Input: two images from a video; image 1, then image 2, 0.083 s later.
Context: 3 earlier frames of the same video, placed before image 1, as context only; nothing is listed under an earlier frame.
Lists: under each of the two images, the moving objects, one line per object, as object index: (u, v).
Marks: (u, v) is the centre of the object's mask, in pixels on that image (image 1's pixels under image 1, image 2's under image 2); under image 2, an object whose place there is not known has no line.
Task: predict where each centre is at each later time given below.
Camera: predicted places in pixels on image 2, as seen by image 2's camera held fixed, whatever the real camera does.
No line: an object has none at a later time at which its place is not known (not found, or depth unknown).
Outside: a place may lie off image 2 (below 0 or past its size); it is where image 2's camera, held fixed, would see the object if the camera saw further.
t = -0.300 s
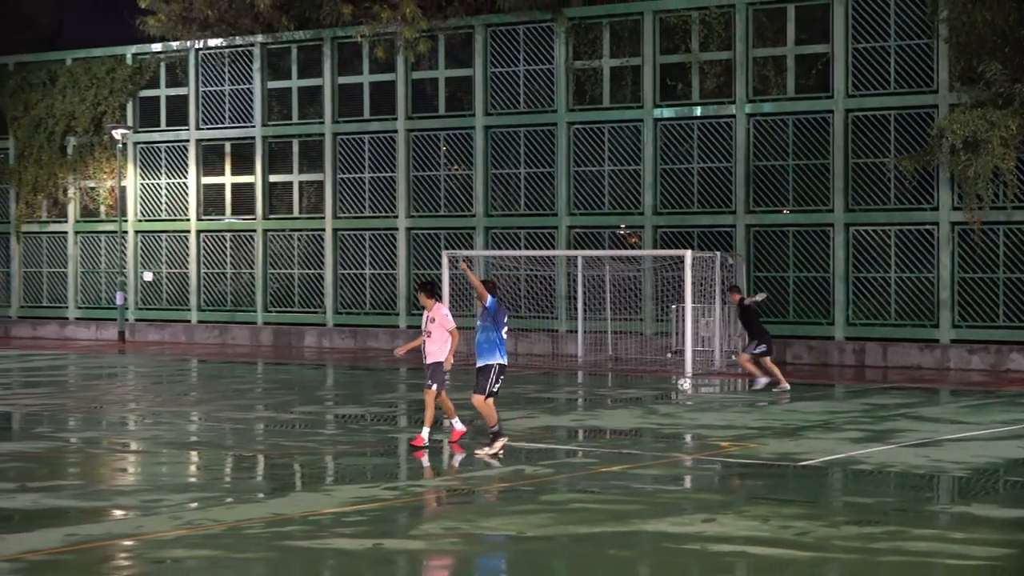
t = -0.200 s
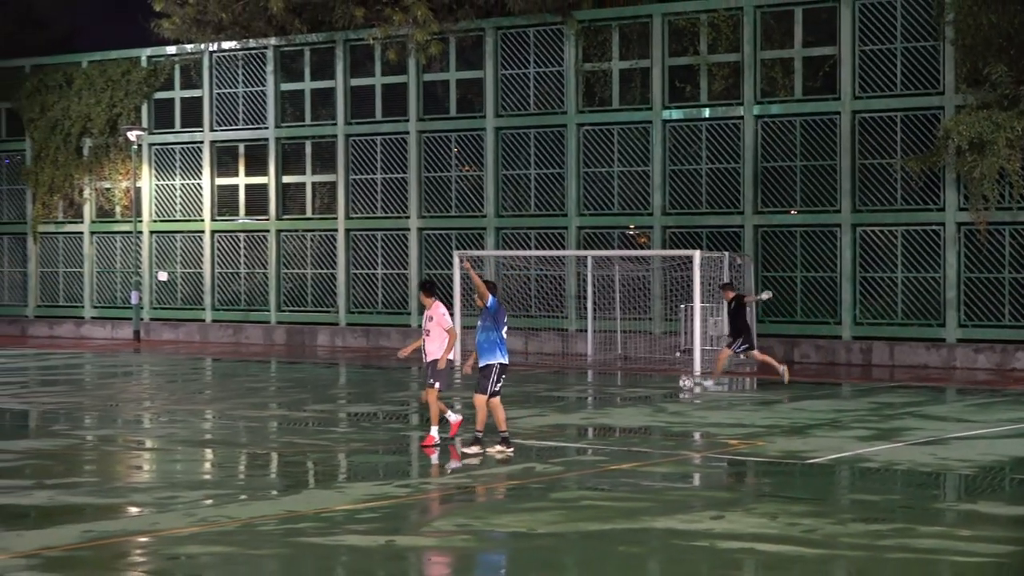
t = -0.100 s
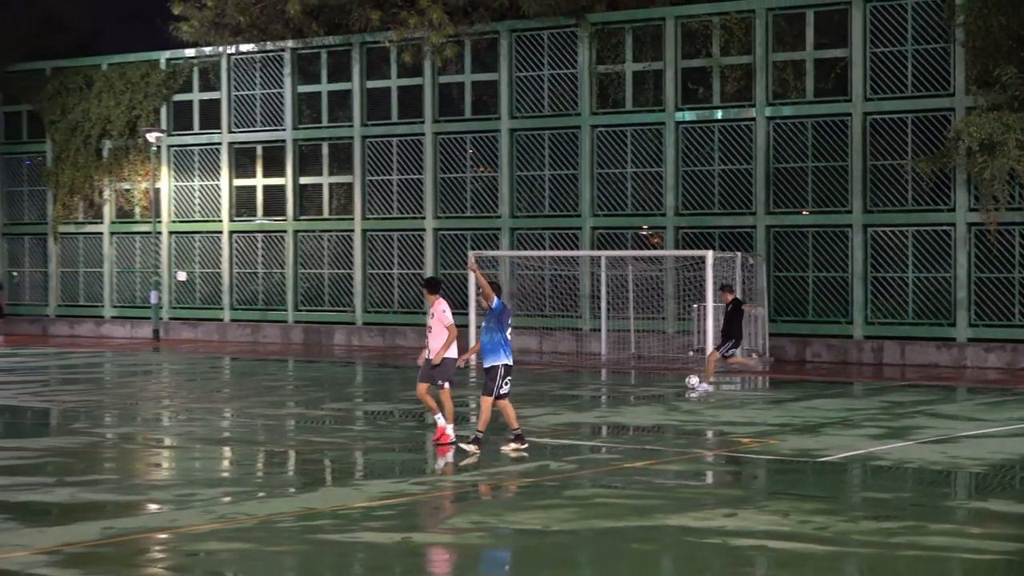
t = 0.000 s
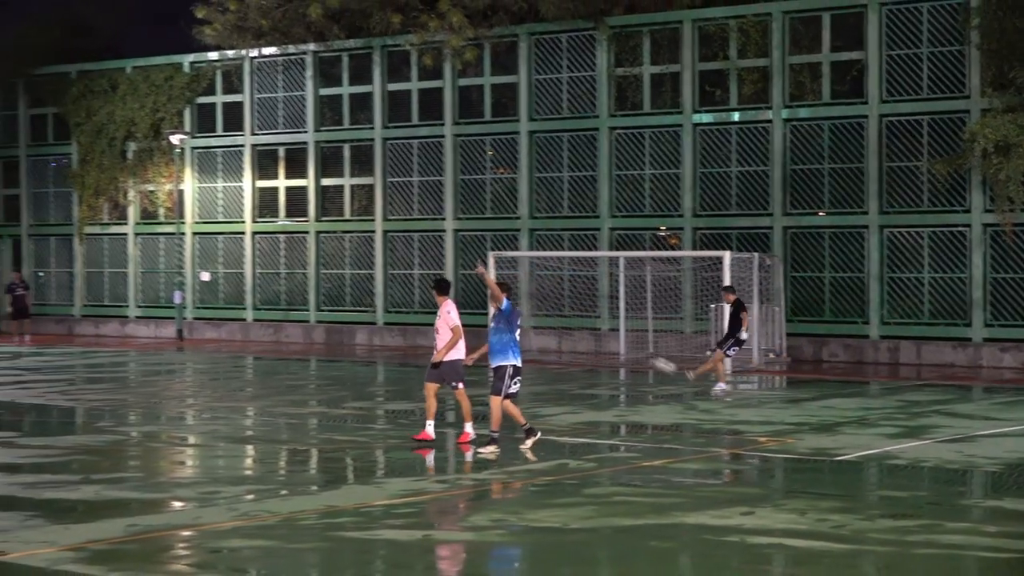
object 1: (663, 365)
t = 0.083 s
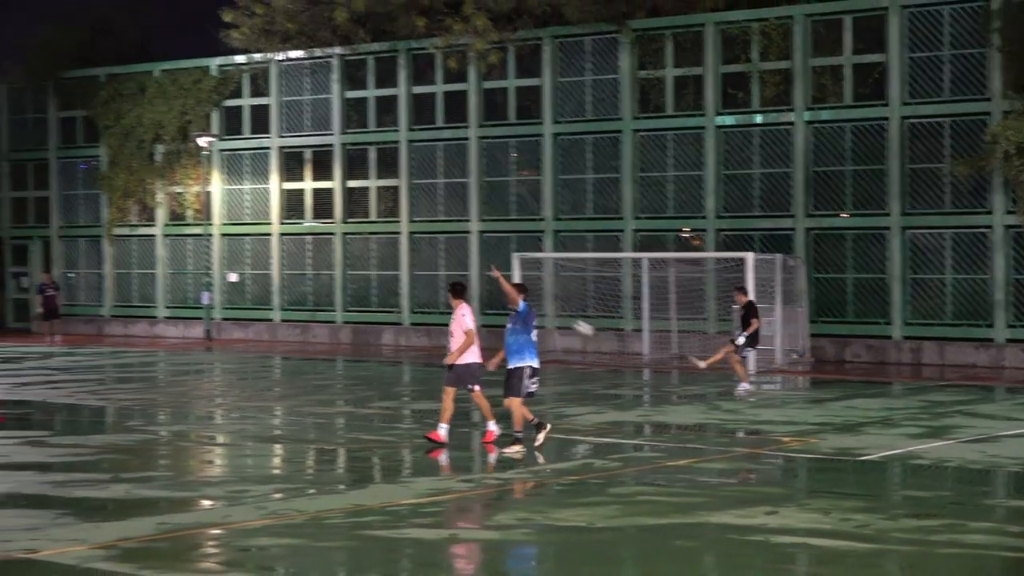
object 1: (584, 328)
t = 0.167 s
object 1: (480, 295)
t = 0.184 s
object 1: (461, 290)
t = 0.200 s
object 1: (436, 282)
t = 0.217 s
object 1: (417, 278)
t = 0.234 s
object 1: (396, 271)
